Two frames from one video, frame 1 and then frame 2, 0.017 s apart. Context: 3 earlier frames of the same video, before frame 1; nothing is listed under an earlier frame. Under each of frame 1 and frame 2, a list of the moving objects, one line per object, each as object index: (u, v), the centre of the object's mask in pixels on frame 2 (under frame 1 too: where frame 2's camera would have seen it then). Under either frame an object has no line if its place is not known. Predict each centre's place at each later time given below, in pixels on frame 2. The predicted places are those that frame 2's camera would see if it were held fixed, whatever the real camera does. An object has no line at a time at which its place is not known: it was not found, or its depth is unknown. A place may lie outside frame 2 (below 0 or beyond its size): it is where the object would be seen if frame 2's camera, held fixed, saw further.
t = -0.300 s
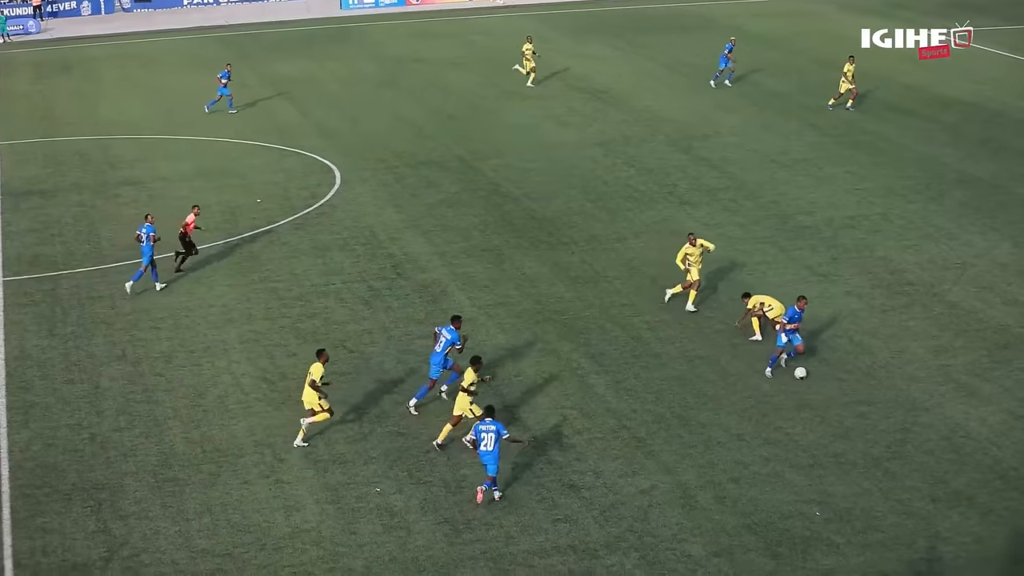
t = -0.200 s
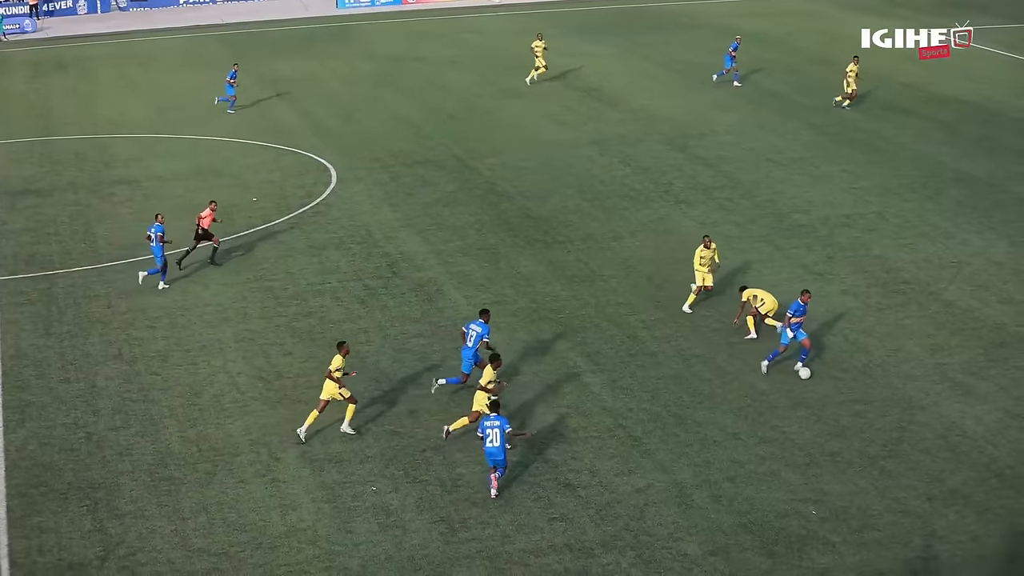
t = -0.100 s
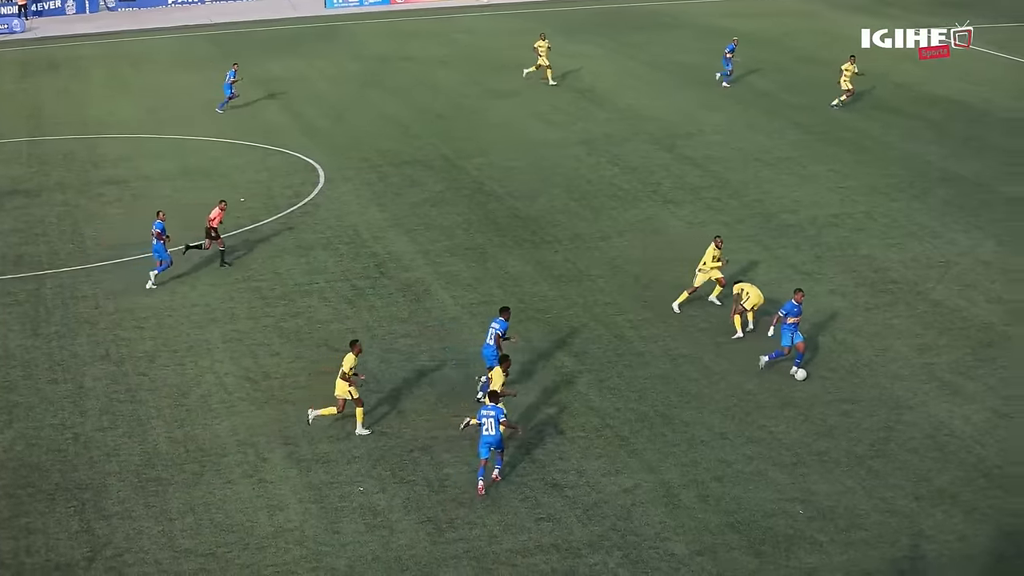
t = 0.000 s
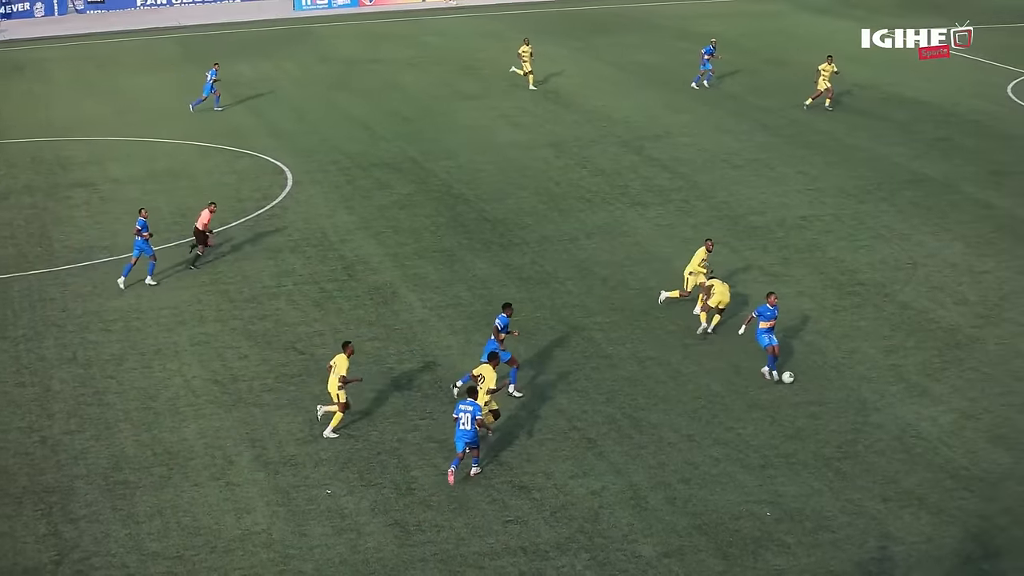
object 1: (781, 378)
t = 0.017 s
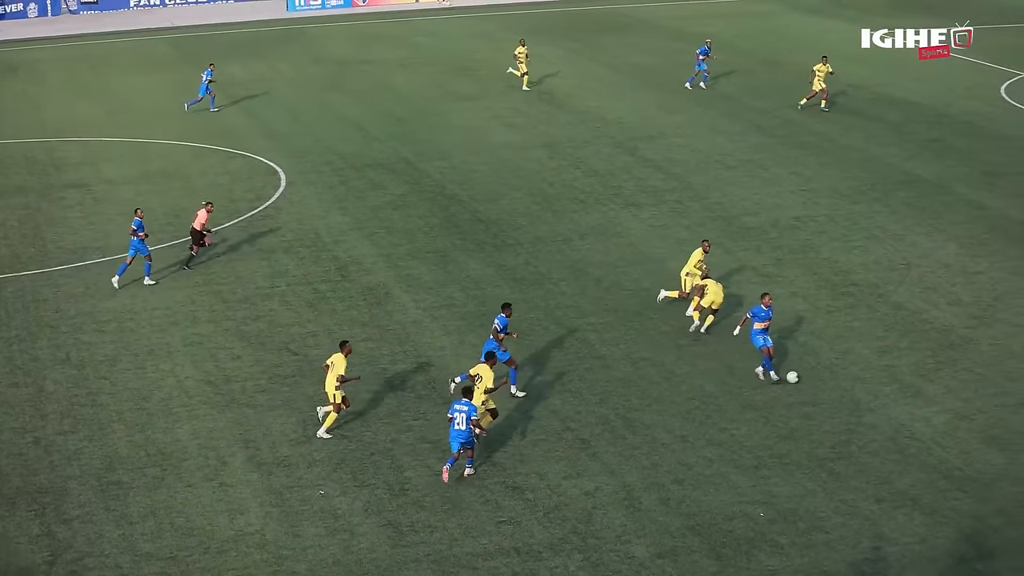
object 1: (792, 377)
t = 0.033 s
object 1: (803, 376)
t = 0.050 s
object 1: (814, 376)
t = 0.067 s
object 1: (825, 376)
